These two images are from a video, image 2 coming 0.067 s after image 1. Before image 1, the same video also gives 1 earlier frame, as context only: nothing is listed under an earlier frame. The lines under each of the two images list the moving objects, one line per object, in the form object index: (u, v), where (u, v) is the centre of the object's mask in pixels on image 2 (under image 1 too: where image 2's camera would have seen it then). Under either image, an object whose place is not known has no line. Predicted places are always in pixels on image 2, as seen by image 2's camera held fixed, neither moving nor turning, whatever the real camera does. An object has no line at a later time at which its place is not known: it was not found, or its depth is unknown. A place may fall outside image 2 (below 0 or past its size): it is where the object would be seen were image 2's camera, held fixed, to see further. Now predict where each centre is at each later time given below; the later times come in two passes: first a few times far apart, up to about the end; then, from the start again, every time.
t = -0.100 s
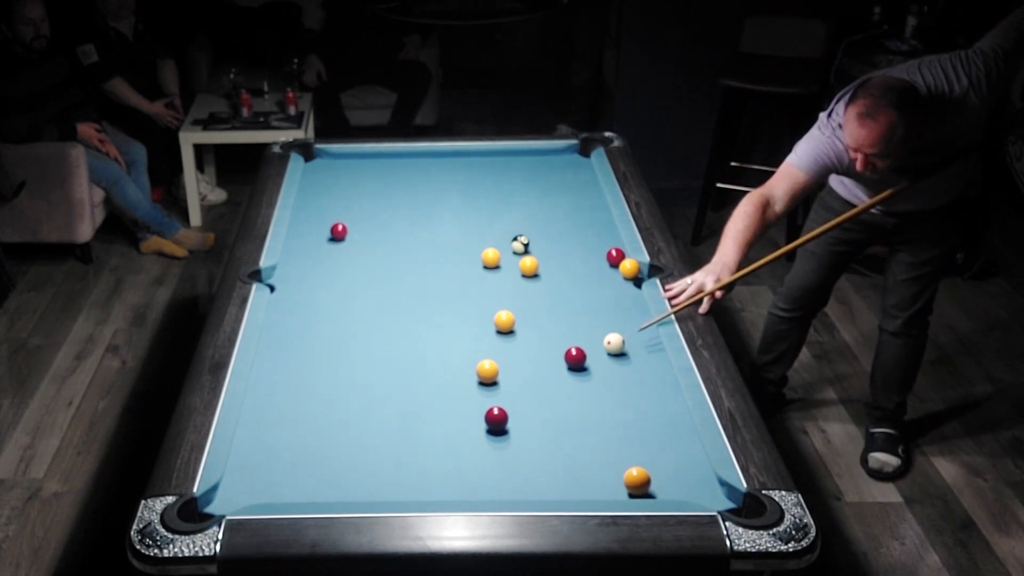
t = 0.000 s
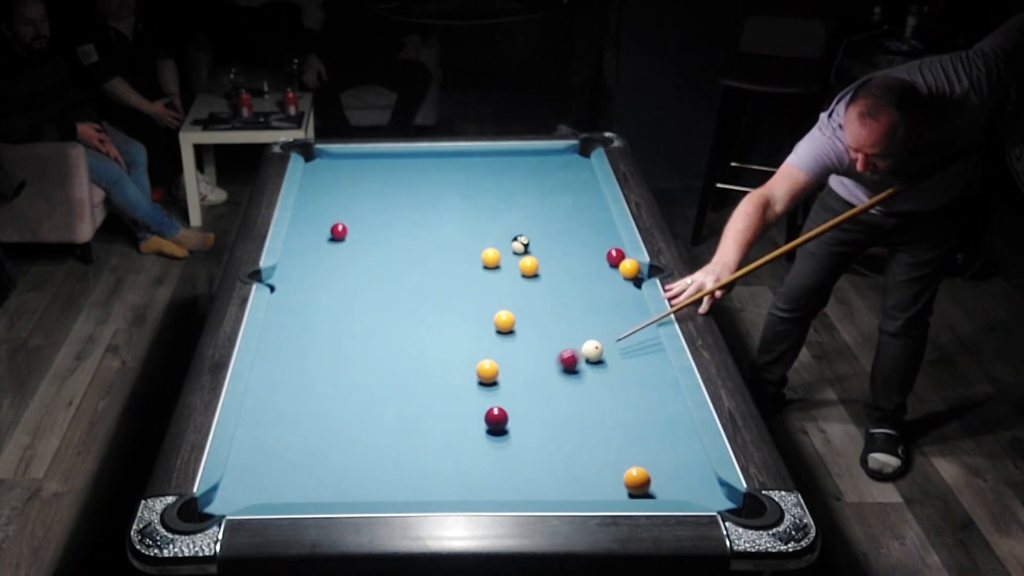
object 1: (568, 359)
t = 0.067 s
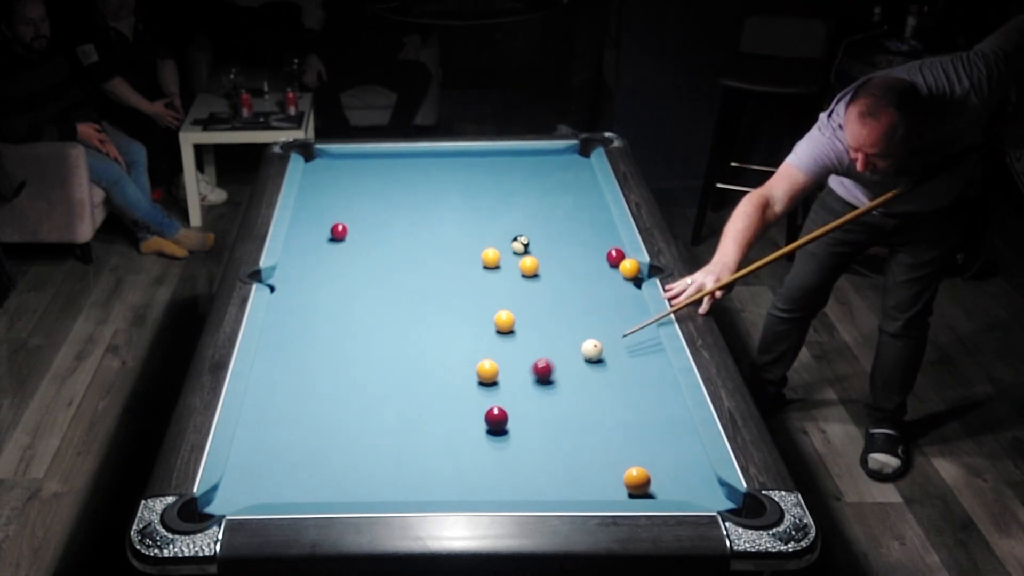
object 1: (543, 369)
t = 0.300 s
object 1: (470, 398)
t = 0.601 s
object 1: (373, 435)
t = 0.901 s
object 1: (270, 476)
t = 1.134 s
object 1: (211, 513)
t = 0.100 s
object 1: (531, 374)
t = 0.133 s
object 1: (521, 378)
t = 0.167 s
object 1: (511, 382)
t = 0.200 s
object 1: (500, 386)
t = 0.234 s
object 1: (490, 389)
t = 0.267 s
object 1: (480, 393)
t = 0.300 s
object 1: (470, 398)
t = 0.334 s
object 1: (459, 402)
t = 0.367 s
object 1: (448, 406)
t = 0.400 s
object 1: (438, 411)
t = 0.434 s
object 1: (427, 414)
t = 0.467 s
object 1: (416, 419)
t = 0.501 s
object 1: (406, 423)
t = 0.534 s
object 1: (395, 426)
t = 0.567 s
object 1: (384, 431)
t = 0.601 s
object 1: (373, 435)
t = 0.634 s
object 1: (362, 440)
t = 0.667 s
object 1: (351, 444)
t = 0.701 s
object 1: (339, 448)
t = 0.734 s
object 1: (328, 453)
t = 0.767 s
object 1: (316, 457)
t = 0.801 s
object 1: (305, 462)
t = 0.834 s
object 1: (293, 466)
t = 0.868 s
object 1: (281, 471)
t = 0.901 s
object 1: (270, 476)
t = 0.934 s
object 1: (258, 481)
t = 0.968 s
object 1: (246, 485)
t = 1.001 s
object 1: (234, 489)
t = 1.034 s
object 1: (223, 494)
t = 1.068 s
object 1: (219, 500)
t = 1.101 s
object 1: (215, 505)
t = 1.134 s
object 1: (211, 513)
